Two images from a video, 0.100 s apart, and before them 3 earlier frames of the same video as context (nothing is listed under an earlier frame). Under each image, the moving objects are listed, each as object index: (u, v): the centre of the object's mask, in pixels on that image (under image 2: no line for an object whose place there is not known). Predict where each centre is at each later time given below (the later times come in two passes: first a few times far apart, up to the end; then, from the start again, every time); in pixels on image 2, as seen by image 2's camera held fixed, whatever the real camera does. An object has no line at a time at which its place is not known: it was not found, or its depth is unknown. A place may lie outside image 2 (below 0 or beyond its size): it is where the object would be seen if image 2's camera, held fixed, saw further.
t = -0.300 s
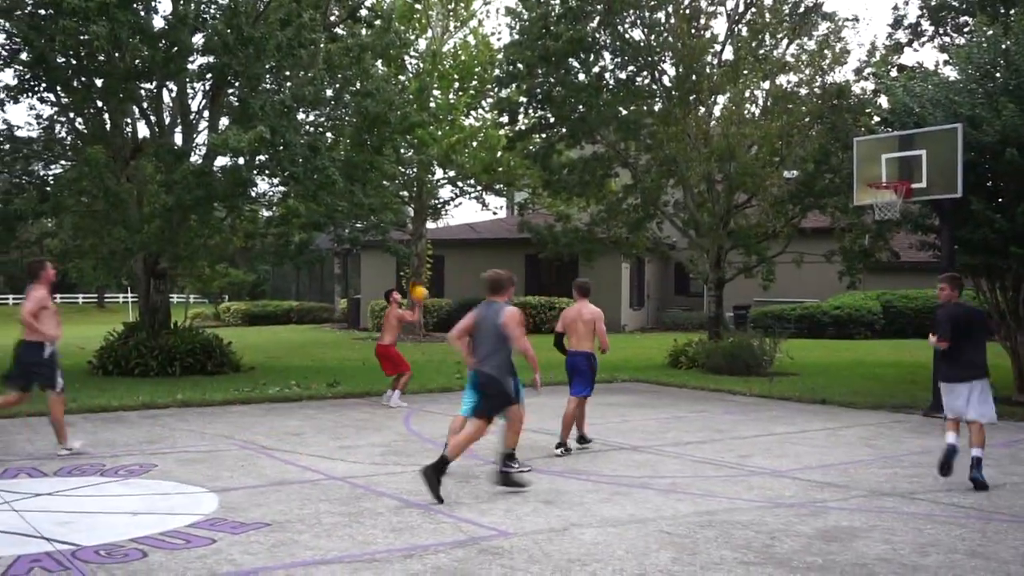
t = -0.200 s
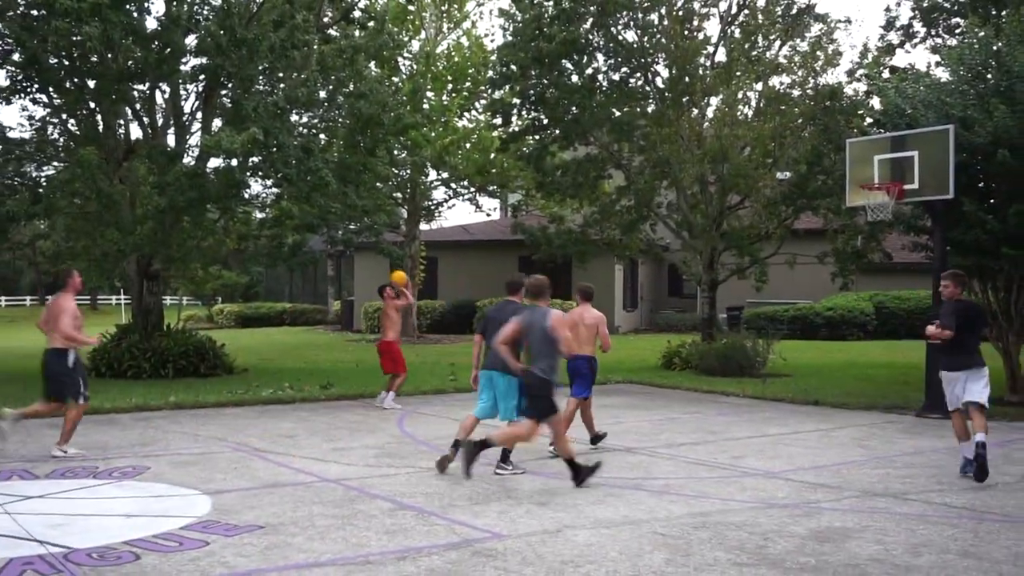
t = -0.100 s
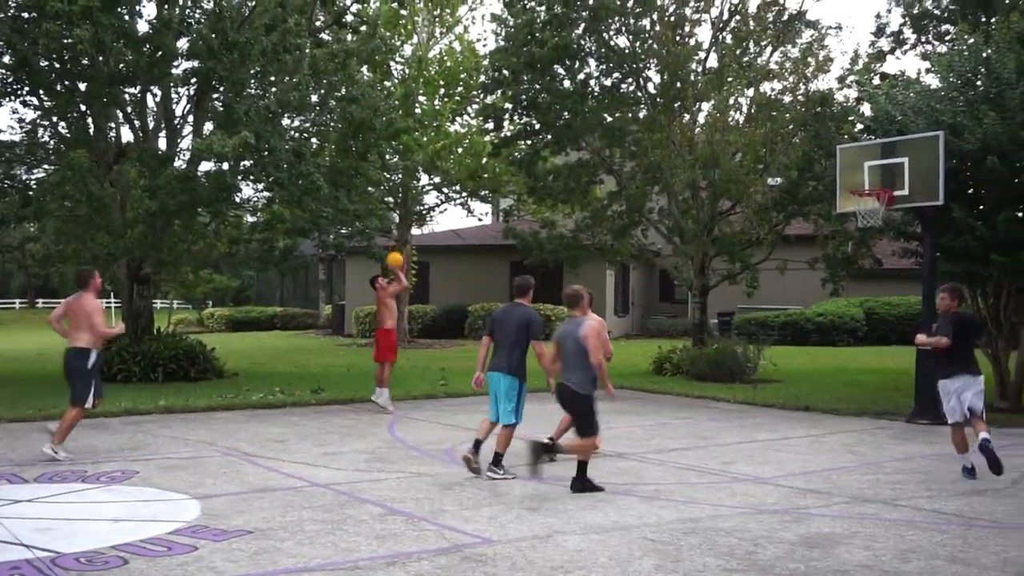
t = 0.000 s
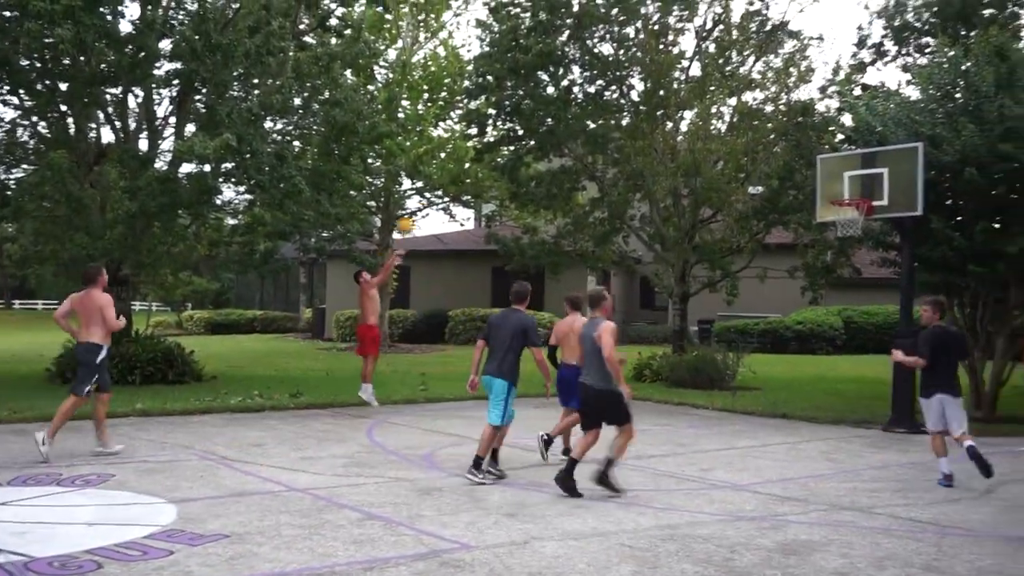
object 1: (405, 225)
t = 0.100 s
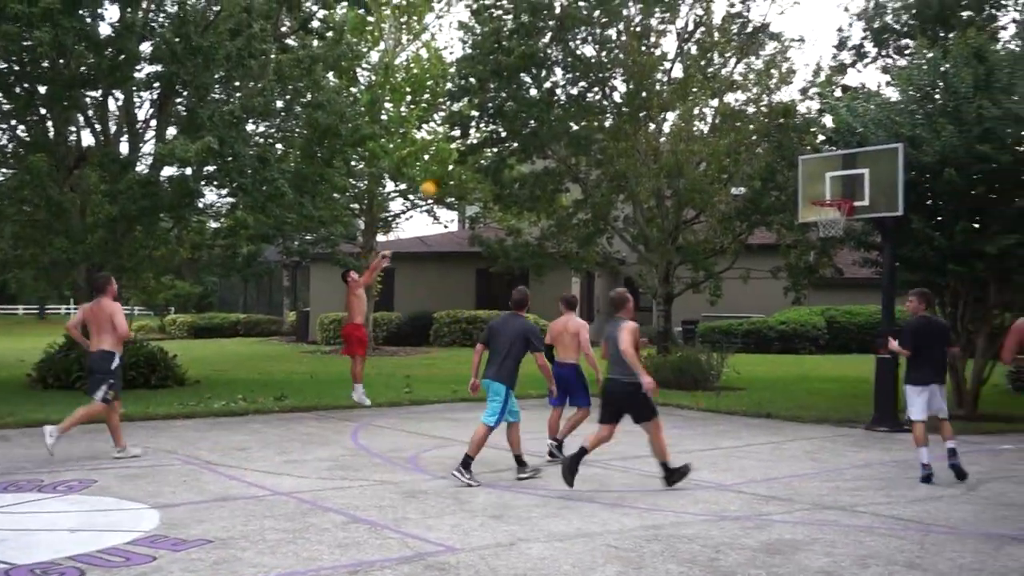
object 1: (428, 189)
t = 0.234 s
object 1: (479, 148)
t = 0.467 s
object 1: (569, 105)
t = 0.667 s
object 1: (647, 99)
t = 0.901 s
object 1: (738, 126)
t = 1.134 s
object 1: (830, 192)
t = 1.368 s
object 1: (798, 184)
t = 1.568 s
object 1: (766, 203)
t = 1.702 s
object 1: (746, 231)
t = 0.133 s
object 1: (440, 177)
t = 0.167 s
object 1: (453, 167)
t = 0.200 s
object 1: (467, 157)
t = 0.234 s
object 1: (479, 148)
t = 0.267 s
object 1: (492, 140)
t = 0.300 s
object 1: (505, 132)
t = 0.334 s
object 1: (518, 125)
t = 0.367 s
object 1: (531, 119)
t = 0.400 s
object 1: (544, 114)
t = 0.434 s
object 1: (556, 109)
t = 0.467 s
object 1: (569, 105)
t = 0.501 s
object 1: (582, 102)
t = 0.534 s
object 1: (595, 100)
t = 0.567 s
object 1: (608, 99)
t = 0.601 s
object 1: (621, 98)
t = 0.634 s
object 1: (634, 98)
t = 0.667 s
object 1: (647, 99)
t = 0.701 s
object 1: (660, 101)
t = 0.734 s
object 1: (673, 103)
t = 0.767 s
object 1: (686, 106)
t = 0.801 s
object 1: (698, 109)
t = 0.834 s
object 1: (713, 116)
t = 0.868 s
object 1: (725, 120)
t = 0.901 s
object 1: (738, 126)
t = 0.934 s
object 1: (751, 134)
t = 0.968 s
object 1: (764, 141)
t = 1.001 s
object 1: (779, 151)
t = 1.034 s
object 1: (789, 160)
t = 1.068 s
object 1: (805, 170)
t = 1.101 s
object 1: (816, 182)
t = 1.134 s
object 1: (830, 192)
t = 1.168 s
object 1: (829, 193)
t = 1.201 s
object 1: (824, 190)
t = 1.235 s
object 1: (818, 188)
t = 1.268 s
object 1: (813, 186)
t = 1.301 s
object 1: (808, 185)
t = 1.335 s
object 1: (803, 184)
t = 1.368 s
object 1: (798, 184)
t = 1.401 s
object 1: (793, 185)
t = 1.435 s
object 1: (787, 187)
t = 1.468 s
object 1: (782, 190)
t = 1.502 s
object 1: (777, 193)
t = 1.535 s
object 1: (772, 197)
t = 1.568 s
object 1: (766, 203)
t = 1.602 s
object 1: (762, 209)
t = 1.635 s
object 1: (756, 215)
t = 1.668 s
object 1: (751, 223)
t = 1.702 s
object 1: (746, 231)
